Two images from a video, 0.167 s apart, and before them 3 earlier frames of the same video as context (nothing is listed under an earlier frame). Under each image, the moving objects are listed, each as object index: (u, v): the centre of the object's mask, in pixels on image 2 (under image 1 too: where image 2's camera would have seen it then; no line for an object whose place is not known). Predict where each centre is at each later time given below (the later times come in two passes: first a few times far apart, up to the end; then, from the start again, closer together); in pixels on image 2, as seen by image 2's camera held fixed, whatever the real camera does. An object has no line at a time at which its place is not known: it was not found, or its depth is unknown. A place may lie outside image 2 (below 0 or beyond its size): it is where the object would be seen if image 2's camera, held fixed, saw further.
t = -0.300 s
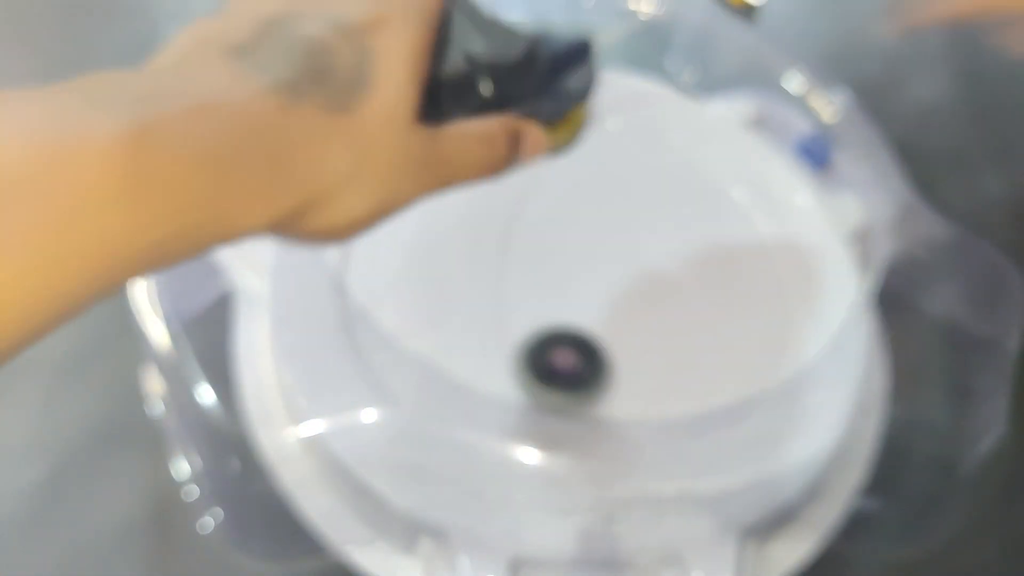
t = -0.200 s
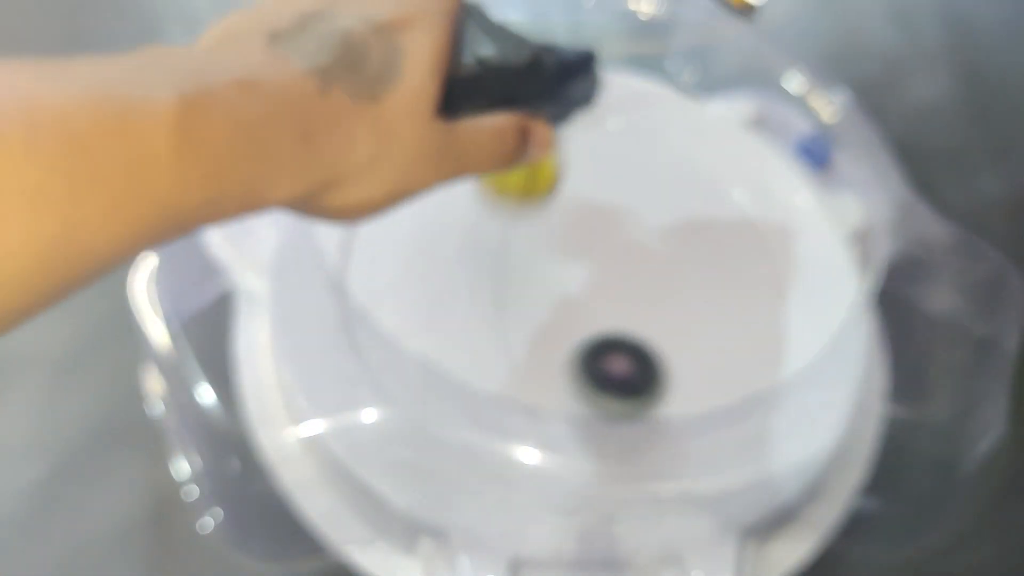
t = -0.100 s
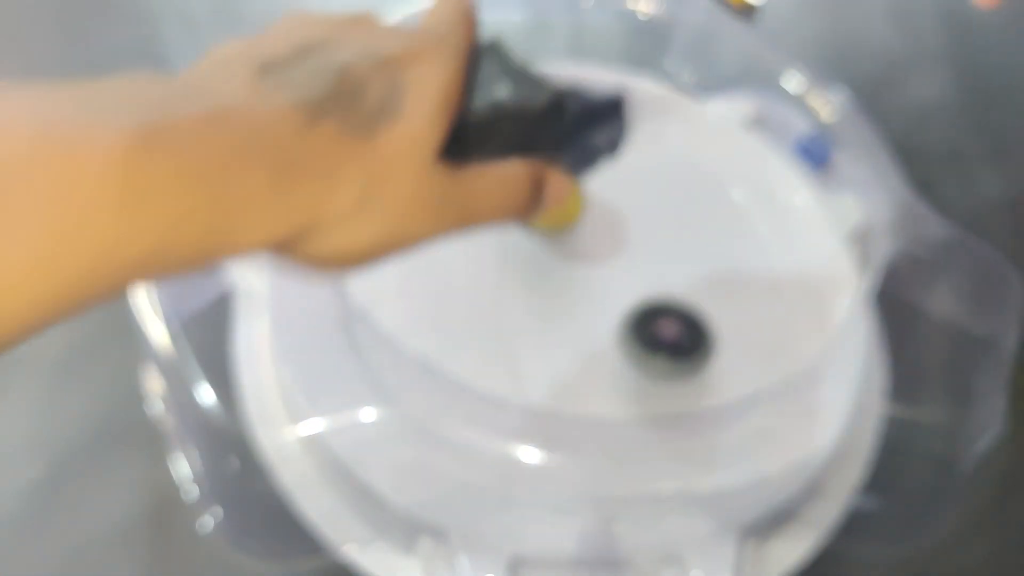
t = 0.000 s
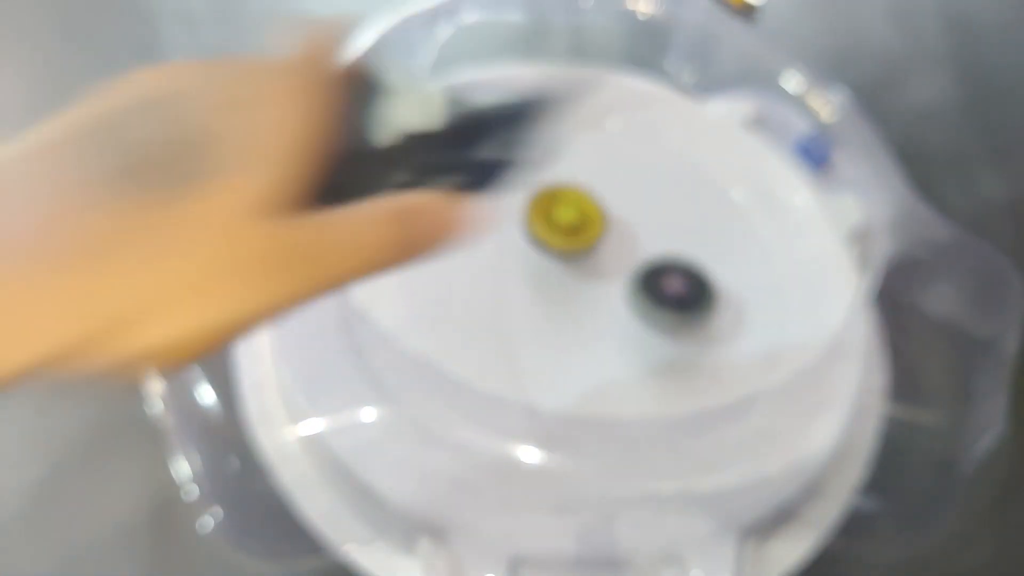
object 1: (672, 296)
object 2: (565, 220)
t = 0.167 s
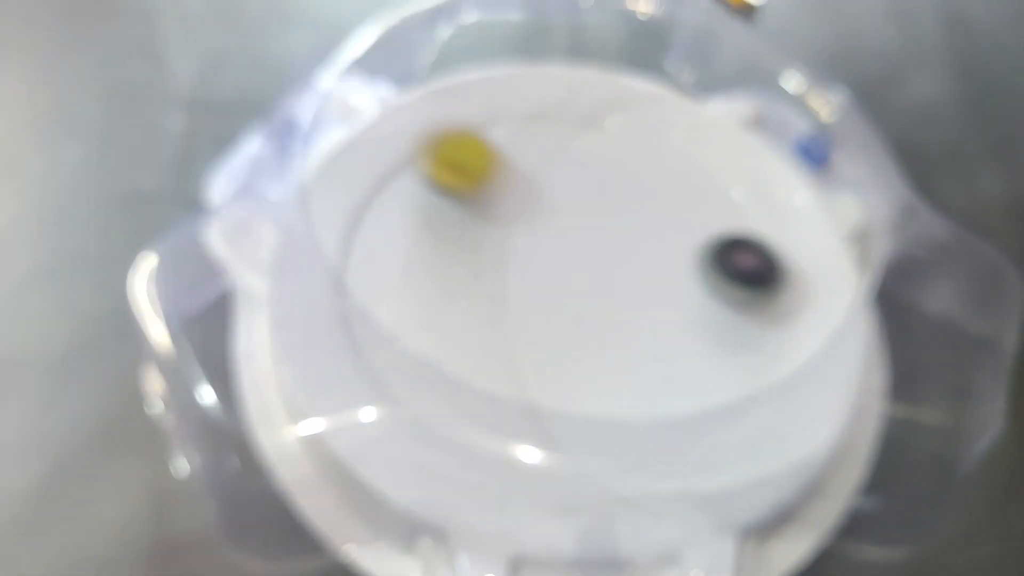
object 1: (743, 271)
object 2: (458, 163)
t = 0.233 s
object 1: (772, 271)
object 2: (407, 130)
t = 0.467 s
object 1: (726, 224)
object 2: (361, 170)
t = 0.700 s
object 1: (619, 195)
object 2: (417, 233)
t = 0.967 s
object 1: (663, 220)
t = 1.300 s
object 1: (709, 196)
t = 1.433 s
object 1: (658, 186)
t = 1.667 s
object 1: (568, 224)
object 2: (641, 278)
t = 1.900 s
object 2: (661, 192)
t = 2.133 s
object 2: (627, 141)
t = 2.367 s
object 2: (579, 147)
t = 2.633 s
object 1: (643, 282)
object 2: (515, 161)
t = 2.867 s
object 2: (452, 175)
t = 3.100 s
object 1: (601, 277)
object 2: (475, 265)
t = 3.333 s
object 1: (588, 263)
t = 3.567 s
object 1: (559, 266)
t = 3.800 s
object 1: (561, 296)
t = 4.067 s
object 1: (614, 283)
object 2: (674, 211)
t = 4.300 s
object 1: (599, 250)
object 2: (598, 177)
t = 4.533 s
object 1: (563, 274)
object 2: (520, 190)
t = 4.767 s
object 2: (489, 255)
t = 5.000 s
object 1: (625, 291)
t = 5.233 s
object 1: (607, 239)
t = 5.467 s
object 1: (546, 236)
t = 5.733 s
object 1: (538, 295)
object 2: (633, 209)
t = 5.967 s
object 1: (611, 299)
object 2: (567, 210)
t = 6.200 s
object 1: (631, 240)
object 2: (531, 260)
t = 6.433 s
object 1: (581, 205)
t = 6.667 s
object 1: (538, 243)
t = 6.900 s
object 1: (479, 263)
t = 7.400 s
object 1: (528, 319)
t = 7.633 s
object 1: (592, 282)
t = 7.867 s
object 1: (592, 228)
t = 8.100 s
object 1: (575, 216)
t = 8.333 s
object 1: (581, 242)
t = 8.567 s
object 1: (611, 254)
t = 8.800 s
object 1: (633, 251)
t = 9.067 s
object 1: (627, 254)
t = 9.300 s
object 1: (603, 270)
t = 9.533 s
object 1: (595, 291)
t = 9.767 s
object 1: (594, 298)
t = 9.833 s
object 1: (592, 297)
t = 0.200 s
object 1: (760, 273)
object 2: (427, 143)
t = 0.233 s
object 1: (772, 271)
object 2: (407, 130)
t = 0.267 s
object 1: (776, 266)
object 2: (391, 128)
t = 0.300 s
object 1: (776, 261)
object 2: (379, 133)
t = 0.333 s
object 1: (773, 255)
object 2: (371, 137)
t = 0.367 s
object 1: (766, 247)
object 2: (365, 142)
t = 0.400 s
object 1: (754, 239)
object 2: (362, 150)
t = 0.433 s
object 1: (741, 231)
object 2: (361, 160)
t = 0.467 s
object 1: (726, 224)
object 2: (361, 170)
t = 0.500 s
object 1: (711, 216)
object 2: (363, 180)
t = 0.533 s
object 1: (695, 209)
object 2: (368, 193)
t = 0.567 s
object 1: (680, 204)
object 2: (376, 208)
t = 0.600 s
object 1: (665, 200)
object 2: (385, 217)
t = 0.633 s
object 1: (650, 197)
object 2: (395, 224)
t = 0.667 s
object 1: (635, 195)
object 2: (406, 228)
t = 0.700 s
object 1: (619, 195)
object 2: (417, 233)
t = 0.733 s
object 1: (603, 197)
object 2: (427, 236)
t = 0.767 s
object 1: (587, 200)
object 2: (438, 238)
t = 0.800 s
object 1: (573, 205)
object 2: (449, 240)
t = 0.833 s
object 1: (560, 211)
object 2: (461, 242)
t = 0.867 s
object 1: (554, 218)
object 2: (466, 243)
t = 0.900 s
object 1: (593, 215)
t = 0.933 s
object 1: (632, 219)
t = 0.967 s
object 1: (663, 220)
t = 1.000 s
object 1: (690, 221)
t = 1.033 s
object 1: (712, 221)
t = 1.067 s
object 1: (728, 220)
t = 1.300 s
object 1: (709, 196)
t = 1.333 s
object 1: (697, 192)
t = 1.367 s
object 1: (685, 189)
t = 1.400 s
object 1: (671, 187)
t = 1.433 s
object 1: (658, 186)
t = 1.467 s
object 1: (644, 186)
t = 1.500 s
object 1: (630, 188)
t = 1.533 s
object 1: (615, 192)
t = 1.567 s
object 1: (603, 198)
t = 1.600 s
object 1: (590, 204)
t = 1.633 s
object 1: (579, 213)
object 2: (632, 290)
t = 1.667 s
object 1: (568, 224)
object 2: (641, 278)
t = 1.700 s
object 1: (561, 235)
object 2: (648, 266)
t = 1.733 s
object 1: (555, 248)
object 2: (653, 254)
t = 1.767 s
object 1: (552, 261)
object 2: (657, 241)
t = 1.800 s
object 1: (550, 274)
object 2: (660, 228)
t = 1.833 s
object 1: (551, 288)
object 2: (661, 214)
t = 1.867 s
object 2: (662, 203)
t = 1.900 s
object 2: (661, 192)
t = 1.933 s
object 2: (659, 182)
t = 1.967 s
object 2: (655, 173)
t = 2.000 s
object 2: (651, 164)
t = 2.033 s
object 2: (645, 157)
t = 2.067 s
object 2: (639, 150)
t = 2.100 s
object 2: (633, 145)
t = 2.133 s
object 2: (627, 141)
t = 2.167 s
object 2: (620, 138)
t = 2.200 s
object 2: (613, 137)
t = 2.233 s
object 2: (606, 136)
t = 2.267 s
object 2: (599, 137)
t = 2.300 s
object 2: (592, 139)
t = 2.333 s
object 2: (586, 143)
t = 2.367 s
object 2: (579, 147)
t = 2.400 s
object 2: (574, 152)
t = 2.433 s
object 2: (569, 159)
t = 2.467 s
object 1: (656, 269)
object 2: (565, 166)
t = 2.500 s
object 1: (645, 260)
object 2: (562, 174)
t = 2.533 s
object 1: (634, 253)
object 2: (560, 183)
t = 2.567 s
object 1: (624, 248)
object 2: (558, 190)
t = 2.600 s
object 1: (633, 261)
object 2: (536, 175)
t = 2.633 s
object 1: (643, 282)
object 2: (515, 161)
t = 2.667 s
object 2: (497, 151)
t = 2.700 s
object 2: (483, 146)
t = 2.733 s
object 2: (472, 146)
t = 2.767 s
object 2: (465, 149)
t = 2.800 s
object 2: (459, 156)
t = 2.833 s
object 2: (455, 165)
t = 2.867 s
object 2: (452, 175)
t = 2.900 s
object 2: (451, 187)
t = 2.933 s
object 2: (451, 199)
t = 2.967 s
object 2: (453, 212)
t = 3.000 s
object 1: (626, 287)
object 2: (455, 225)
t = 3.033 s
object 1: (619, 283)
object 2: (460, 239)
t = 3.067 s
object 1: (610, 279)
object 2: (467, 252)
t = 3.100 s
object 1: (601, 277)
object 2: (475, 265)
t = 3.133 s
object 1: (592, 274)
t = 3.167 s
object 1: (584, 272)
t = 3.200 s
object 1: (588, 270)
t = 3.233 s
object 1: (591, 267)
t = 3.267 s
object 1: (590, 265)
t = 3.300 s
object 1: (590, 264)
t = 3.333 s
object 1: (588, 263)
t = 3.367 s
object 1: (584, 263)
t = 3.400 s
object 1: (579, 262)
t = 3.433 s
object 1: (574, 261)
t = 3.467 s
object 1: (570, 261)
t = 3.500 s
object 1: (566, 262)
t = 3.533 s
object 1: (563, 264)
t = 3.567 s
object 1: (559, 266)
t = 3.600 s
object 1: (556, 270)
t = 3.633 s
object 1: (554, 273)
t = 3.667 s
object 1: (553, 277)
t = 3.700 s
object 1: (553, 282)
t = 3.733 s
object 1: (554, 286)
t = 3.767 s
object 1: (557, 291)
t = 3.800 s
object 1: (561, 296)
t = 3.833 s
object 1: (567, 299)
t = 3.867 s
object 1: (574, 301)
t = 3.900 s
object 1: (581, 302)
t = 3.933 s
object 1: (589, 301)
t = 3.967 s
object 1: (597, 299)
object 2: (698, 236)
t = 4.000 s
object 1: (604, 295)
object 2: (692, 227)
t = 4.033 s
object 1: (610, 289)
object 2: (684, 219)
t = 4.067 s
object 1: (614, 283)
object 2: (674, 211)
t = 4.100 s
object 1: (618, 276)
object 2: (664, 205)
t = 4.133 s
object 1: (619, 268)
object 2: (653, 199)
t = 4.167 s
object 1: (618, 262)
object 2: (642, 193)
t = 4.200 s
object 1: (614, 261)
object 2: (634, 184)
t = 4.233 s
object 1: (609, 258)
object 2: (624, 179)
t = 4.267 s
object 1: (604, 254)
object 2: (611, 177)
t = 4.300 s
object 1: (599, 250)
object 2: (598, 177)
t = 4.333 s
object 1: (594, 250)
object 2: (586, 175)
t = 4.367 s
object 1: (589, 254)
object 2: (574, 171)
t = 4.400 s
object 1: (583, 257)
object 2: (563, 171)
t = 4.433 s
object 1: (577, 261)
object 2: (551, 174)
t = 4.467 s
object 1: (571, 264)
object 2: (540, 178)
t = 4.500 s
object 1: (566, 269)
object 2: (529, 184)
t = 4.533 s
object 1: (563, 274)
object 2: (520, 190)
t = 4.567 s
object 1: (562, 280)
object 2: (512, 197)
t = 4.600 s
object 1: (562, 287)
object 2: (504, 205)
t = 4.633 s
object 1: (564, 293)
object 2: (498, 214)
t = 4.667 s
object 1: (567, 299)
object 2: (494, 224)
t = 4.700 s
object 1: (571, 305)
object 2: (490, 234)
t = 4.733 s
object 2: (489, 245)
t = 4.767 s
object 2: (489, 255)
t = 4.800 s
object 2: (491, 267)
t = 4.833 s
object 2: (496, 278)
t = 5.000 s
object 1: (625, 291)
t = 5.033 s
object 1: (627, 284)
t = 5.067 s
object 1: (628, 276)
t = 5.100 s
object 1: (626, 268)
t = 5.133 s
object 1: (623, 261)
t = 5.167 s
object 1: (619, 253)
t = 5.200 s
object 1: (614, 246)
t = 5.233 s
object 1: (607, 239)
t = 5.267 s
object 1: (599, 234)
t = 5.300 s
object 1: (590, 230)
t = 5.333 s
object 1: (581, 228)
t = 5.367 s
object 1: (571, 228)
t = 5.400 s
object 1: (562, 229)
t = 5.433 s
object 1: (553, 232)
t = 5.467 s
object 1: (546, 236)
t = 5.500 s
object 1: (539, 242)
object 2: (673, 260)
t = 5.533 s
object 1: (533, 248)
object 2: (671, 251)
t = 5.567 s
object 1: (529, 255)
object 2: (668, 242)
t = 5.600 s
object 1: (527, 263)
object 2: (664, 233)
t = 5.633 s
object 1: (527, 271)
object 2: (659, 226)
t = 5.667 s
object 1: (529, 279)
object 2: (651, 219)
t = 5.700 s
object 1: (532, 287)
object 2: (643, 214)
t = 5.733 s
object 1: (538, 295)
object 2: (633, 209)
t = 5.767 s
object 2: (624, 205)
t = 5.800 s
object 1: (556, 306)
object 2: (616, 203)
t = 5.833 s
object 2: (606, 202)
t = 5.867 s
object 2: (597, 203)
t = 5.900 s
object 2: (586, 204)
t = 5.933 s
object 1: (602, 305)
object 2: (576, 207)
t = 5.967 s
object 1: (611, 299)
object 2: (567, 210)
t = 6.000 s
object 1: (618, 292)
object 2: (558, 214)
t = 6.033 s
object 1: (624, 285)
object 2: (551, 220)
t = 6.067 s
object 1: (629, 276)
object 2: (545, 228)
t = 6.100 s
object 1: (632, 267)
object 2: (538, 235)
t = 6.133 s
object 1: (633, 258)
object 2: (534, 243)
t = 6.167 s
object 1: (632, 249)
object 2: (531, 251)
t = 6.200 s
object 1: (631, 240)
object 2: (531, 260)
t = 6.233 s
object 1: (628, 232)
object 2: (531, 269)
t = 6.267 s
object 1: (623, 225)
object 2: (532, 279)
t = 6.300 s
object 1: (617, 218)
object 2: (534, 287)
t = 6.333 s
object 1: (609, 213)
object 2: (538, 294)
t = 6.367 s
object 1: (601, 209)
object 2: (545, 301)
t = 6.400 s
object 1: (591, 206)
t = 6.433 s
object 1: (581, 205)
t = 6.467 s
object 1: (572, 206)
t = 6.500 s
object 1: (564, 208)
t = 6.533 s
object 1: (556, 213)
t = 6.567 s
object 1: (549, 219)
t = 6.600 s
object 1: (544, 226)
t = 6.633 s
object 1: (540, 234)
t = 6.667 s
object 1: (538, 243)
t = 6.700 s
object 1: (538, 253)
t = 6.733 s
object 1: (541, 262)
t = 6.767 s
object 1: (545, 271)
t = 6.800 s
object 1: (551, 279)
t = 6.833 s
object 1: (534, 276)
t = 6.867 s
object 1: (504, 269)
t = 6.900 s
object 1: (479, 263)
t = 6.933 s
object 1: (461, 257)
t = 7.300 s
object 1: (490, 310)
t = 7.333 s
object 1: (501, 315)
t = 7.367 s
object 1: (514, 318)
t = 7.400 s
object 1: (528, 319)
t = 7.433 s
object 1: (541, 319)
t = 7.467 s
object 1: (553, 316)
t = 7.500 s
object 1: (564, 311)
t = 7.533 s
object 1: (573, 306)
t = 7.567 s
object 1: (580, 299)
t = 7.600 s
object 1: (587, 291)
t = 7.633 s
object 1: (592, 282)
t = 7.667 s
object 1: (595, 274)
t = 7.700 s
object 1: (597, 265)
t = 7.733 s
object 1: (598, 256)
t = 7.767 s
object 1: (598, 248)
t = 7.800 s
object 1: (597, 241)
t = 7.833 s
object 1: (594, 234)
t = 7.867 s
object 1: (592, 228)
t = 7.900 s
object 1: (589, 224)
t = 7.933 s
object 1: (586, 220)
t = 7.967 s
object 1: (583, 218)
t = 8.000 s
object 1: (580, 216)
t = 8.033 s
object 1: (578, 215)
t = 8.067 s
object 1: (576, 215)
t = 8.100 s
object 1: (575, 216)
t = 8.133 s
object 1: (574, 218)
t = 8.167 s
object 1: (574, 221)
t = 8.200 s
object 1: (573, 224)
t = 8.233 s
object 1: (574, 228)
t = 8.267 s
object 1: (575, 232)
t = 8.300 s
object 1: (578, 237)
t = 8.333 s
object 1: (581, 242)
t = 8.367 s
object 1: (584, 245)
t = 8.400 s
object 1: (588, 249)
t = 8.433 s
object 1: (593, 251)
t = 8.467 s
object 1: (597, 252)
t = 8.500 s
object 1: (602, 253)
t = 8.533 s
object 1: (607, 254)
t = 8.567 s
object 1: (611, 254)
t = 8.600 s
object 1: (615, 253)
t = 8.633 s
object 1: (619, 253)
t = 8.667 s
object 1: (623, 253)
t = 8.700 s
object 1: (626, 252)
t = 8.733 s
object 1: (628, 252)
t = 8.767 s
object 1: (631, 252)
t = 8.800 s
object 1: (633, 251)
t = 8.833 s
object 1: (634, 251)
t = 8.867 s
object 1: (635, 251)
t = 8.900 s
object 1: (635, 251)
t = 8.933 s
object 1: (634, 251)
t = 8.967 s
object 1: (633, 252)
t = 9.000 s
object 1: (632, 252)
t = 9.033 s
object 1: (630, 253)
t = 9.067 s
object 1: (627, 254)
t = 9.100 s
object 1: (624, 255)
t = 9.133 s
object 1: (621, 257)
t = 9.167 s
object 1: (617, 259)
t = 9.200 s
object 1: (613, 262)
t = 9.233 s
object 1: (610, 265)
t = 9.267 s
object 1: (606, 267)
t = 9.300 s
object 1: (603, 270)
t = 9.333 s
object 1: (601, 274)
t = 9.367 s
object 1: (599, 277)
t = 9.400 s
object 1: (597, 280)
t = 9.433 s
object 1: (596, 283)
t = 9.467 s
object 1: (596, 286)
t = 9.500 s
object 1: (595, 289)
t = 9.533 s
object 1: (595, 291)
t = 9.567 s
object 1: (595, 294)
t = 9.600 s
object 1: (595, 295)
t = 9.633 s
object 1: (595, 297)
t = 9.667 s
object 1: (595, 298)
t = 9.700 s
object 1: (595, 298)
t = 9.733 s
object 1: (595, 299)
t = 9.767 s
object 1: (594, 298)
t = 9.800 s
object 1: (593, 298)
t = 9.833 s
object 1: (592, 297)
